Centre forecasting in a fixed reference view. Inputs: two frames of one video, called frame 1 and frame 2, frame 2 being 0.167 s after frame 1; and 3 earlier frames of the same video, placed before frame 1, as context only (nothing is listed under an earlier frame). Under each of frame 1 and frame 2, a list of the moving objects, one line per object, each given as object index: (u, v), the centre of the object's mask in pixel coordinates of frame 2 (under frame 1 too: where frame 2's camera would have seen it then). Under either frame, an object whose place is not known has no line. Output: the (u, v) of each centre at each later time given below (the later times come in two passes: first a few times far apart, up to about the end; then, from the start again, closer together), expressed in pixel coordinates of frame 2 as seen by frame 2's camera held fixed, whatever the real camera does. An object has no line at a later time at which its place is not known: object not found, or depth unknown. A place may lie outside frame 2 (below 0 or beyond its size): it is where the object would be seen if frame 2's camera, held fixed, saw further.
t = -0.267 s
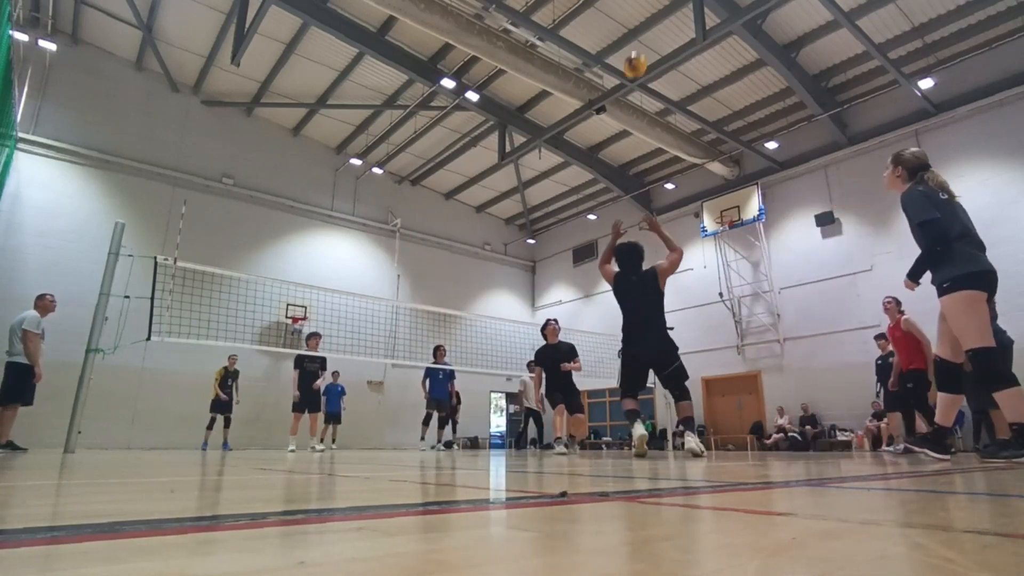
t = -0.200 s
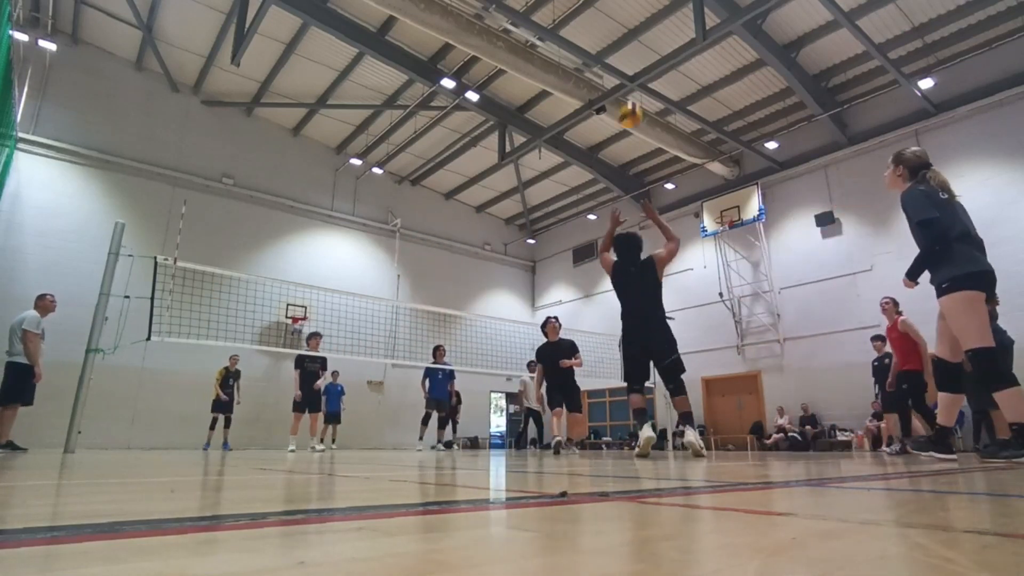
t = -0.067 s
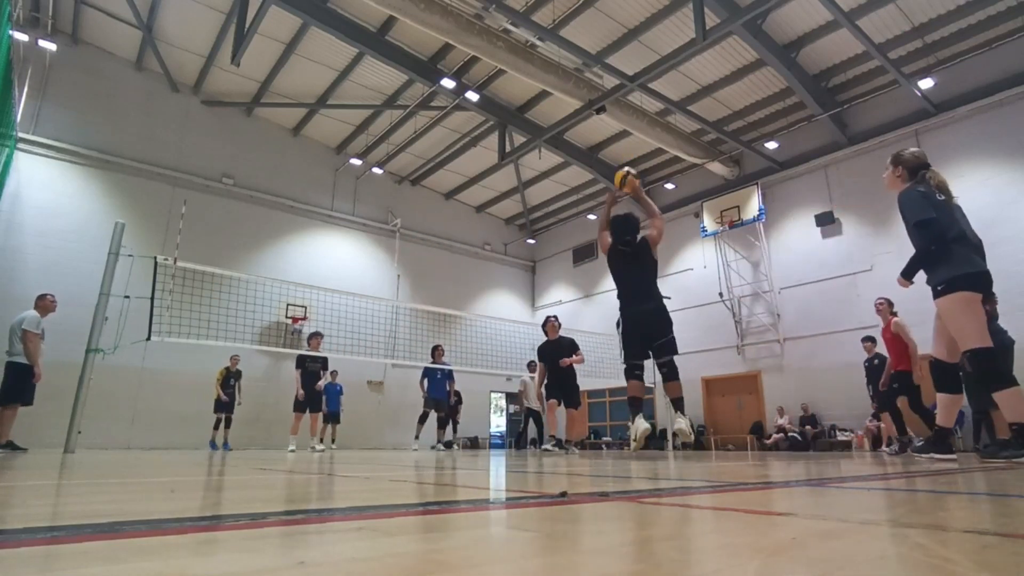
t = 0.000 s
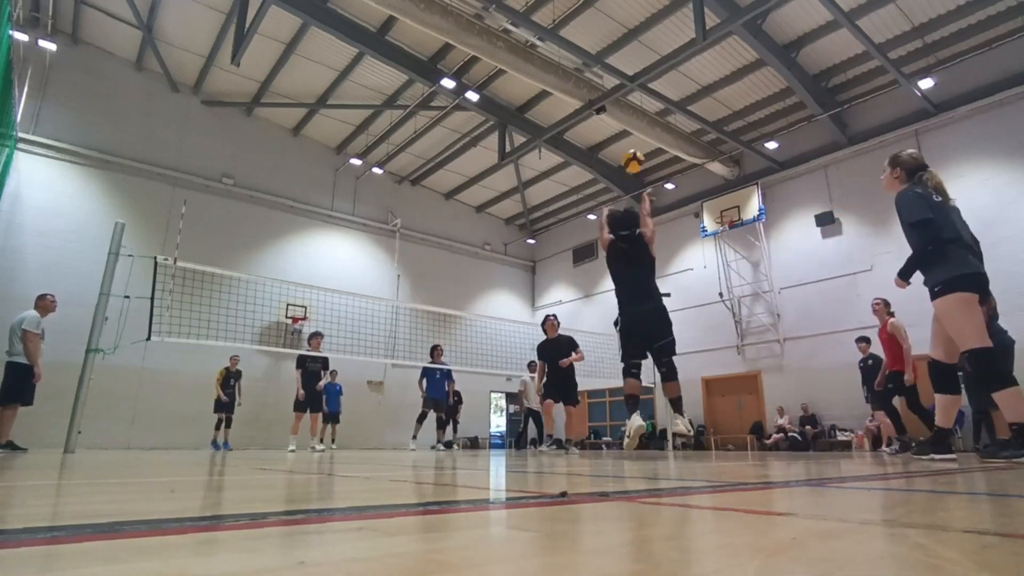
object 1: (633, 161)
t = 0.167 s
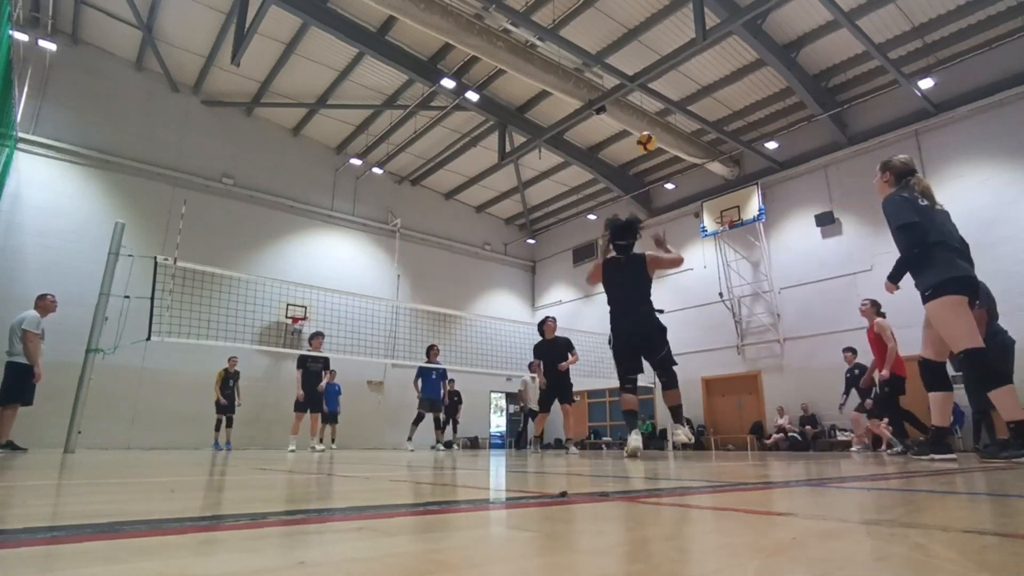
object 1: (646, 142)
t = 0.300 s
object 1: (655, 144)
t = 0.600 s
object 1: (672, 183)
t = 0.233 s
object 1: (651, 141)
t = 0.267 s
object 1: (653, 142)
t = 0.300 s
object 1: (655, 144)
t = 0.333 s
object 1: (657, 146)
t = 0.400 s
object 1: (660, 152)
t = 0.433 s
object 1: (663, 157)
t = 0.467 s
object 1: (664, 161)
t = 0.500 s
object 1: (666, 165)
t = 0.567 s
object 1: (671, 177)
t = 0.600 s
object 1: (672, 183)
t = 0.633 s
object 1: (674, 190)
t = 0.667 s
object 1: (676, 198)
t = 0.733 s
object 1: (680, 213)
